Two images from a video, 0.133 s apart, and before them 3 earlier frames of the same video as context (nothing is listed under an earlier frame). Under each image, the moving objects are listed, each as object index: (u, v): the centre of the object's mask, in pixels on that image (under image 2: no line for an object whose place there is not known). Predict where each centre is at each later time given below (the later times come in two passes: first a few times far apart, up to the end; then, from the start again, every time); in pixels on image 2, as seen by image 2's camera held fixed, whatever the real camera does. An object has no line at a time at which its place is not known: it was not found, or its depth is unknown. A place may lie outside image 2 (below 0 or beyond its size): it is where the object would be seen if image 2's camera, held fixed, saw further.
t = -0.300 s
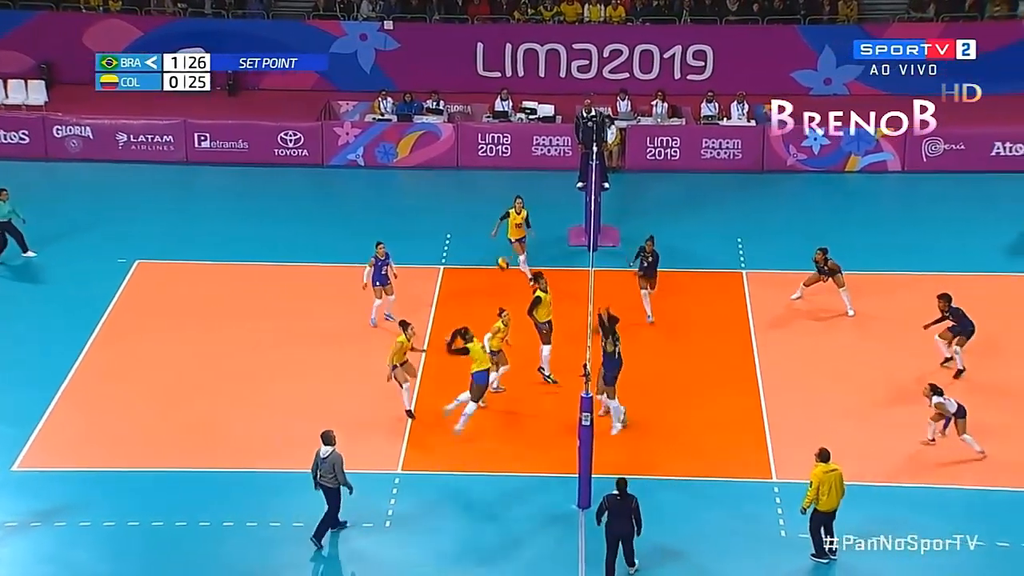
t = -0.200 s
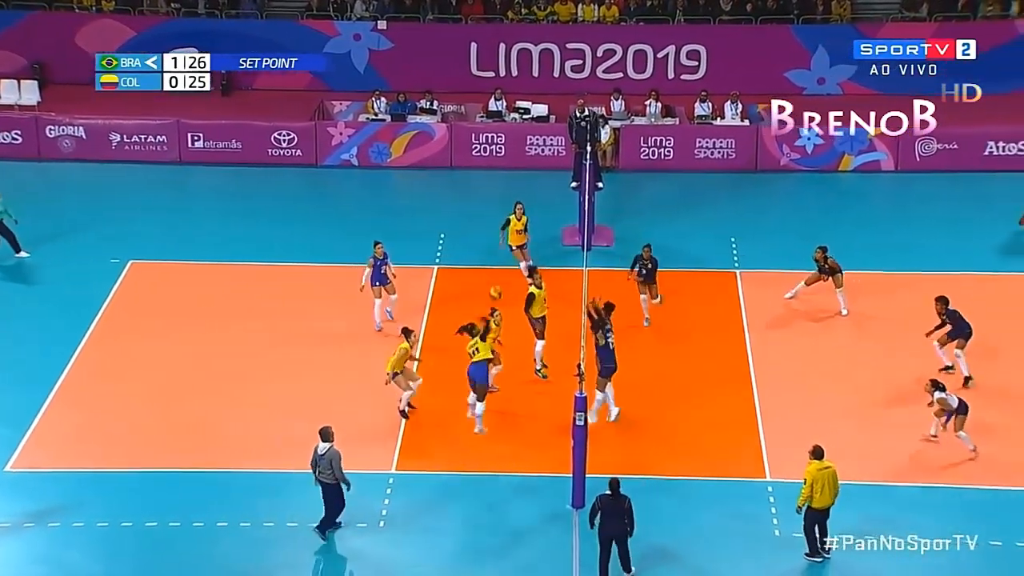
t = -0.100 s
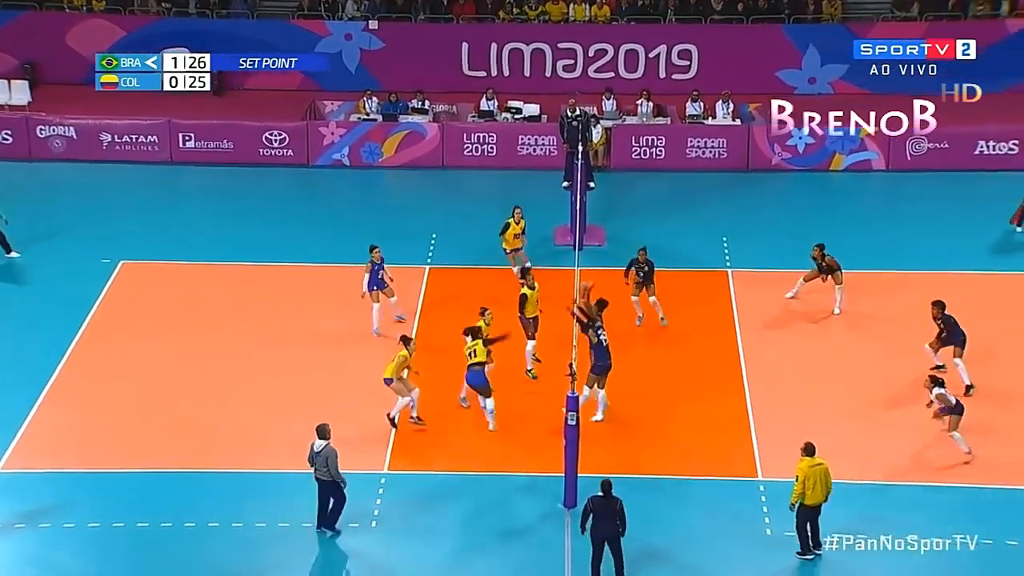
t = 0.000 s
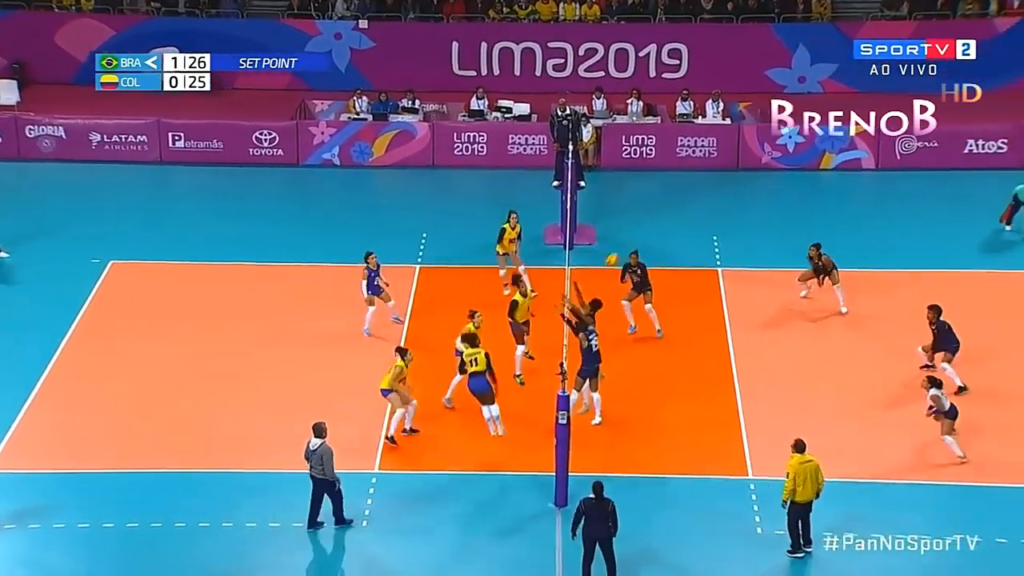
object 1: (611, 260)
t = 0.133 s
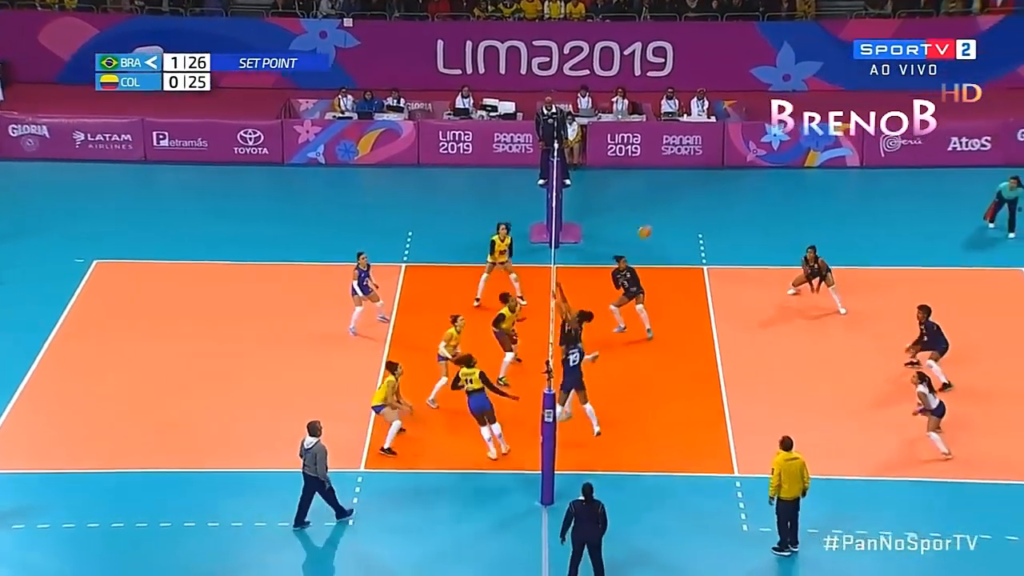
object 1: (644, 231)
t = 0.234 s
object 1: (679, 218)
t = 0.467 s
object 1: (760, 208)
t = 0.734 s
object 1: (848, 233)
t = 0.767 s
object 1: (859, 239)
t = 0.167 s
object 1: (656, 226)
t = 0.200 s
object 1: (667, 222)
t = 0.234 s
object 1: (679, 218)
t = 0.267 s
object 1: (691, 214)
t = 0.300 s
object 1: (702, 212)
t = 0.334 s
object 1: (713, 210)
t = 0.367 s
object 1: (725, 208)
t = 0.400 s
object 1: (737, 208)
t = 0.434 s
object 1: (749, 208)
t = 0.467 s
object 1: (760, 208)
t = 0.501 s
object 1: (771, 209)
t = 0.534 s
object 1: (782, 210)
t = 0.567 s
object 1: (793, 212)
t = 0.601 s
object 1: (805, 215)
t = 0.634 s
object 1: (816, 219)
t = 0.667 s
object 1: (827, 223)
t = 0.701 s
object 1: (838, 228)
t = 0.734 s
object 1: (848, 233)
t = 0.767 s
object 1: (859, 239)
